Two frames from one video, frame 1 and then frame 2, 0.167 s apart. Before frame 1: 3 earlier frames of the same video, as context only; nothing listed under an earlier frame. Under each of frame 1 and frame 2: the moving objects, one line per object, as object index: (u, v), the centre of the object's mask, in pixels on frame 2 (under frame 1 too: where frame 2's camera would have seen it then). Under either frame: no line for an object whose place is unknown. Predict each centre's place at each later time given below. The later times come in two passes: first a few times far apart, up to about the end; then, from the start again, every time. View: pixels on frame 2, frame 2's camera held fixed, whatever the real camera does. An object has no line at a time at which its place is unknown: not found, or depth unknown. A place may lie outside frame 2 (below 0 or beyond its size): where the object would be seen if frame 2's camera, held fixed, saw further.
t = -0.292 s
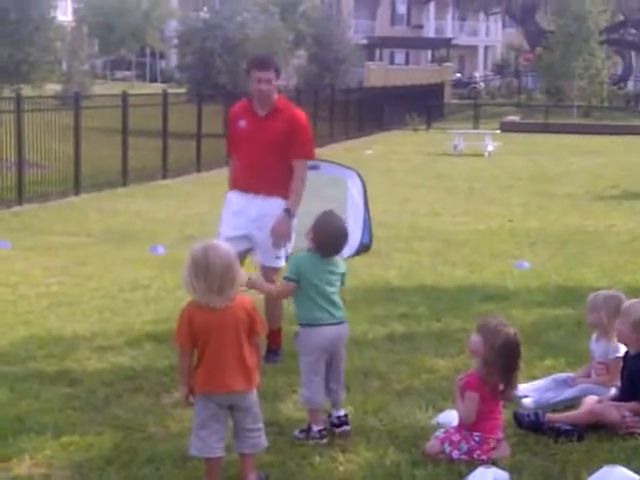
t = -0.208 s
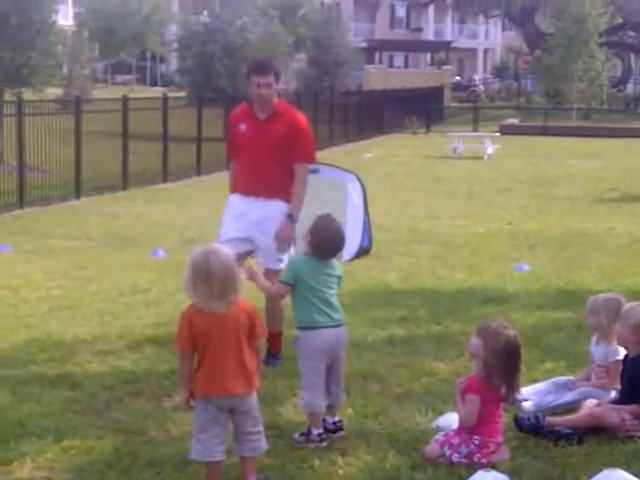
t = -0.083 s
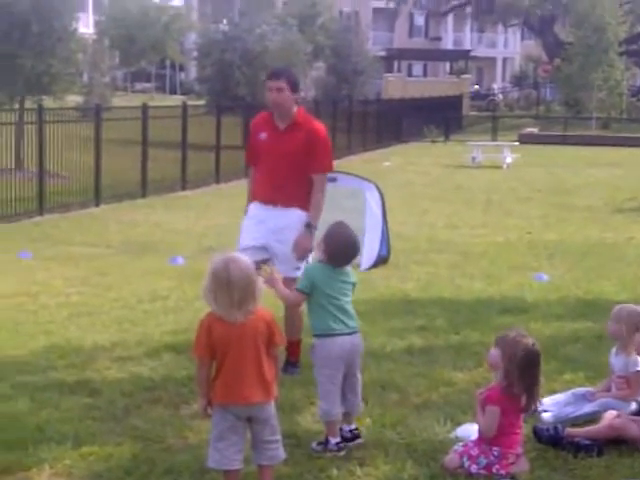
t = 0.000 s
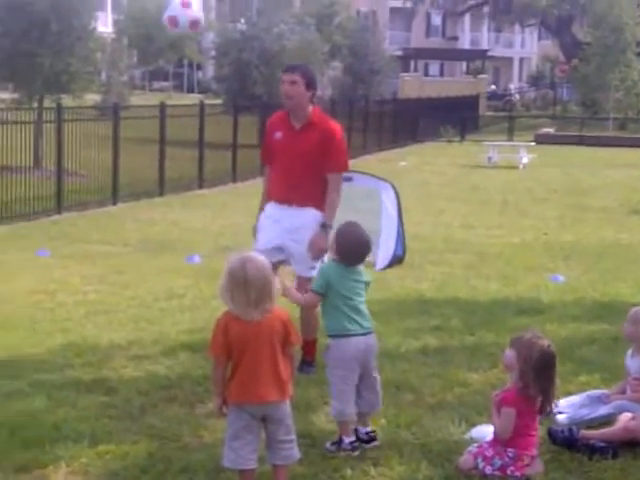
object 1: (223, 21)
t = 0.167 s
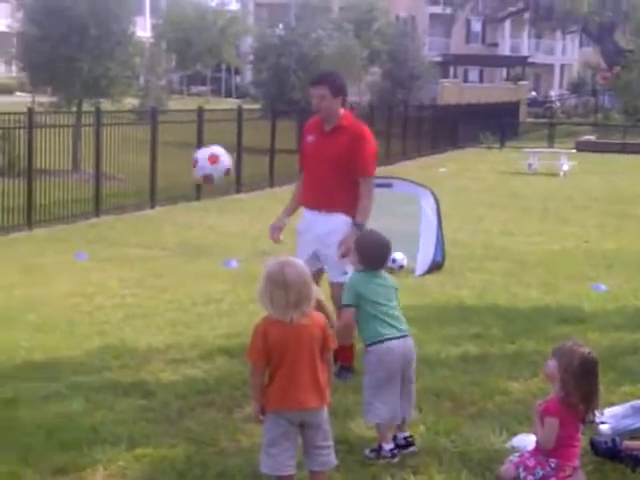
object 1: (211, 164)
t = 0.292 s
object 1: (203, 302)
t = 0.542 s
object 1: (200, 284)
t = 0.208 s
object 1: (209, 208)
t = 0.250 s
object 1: (206, 254)
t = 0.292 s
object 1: (203, 302)
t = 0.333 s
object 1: (200, 352)
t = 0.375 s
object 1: (198, 389)
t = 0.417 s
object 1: (198, 358)
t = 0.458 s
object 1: (200, 330)
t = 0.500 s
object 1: (199, 306)
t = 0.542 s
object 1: (200, 284)
